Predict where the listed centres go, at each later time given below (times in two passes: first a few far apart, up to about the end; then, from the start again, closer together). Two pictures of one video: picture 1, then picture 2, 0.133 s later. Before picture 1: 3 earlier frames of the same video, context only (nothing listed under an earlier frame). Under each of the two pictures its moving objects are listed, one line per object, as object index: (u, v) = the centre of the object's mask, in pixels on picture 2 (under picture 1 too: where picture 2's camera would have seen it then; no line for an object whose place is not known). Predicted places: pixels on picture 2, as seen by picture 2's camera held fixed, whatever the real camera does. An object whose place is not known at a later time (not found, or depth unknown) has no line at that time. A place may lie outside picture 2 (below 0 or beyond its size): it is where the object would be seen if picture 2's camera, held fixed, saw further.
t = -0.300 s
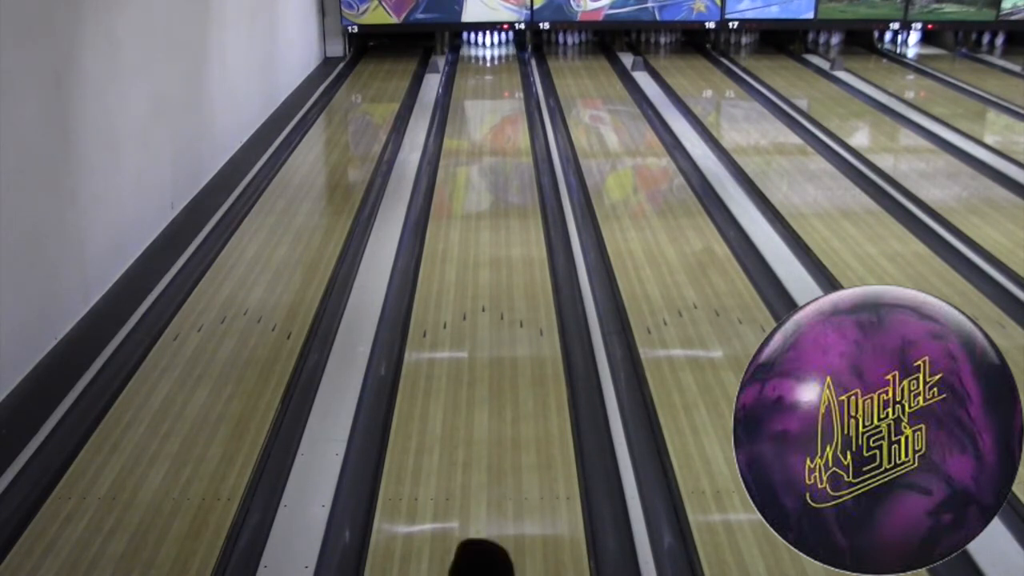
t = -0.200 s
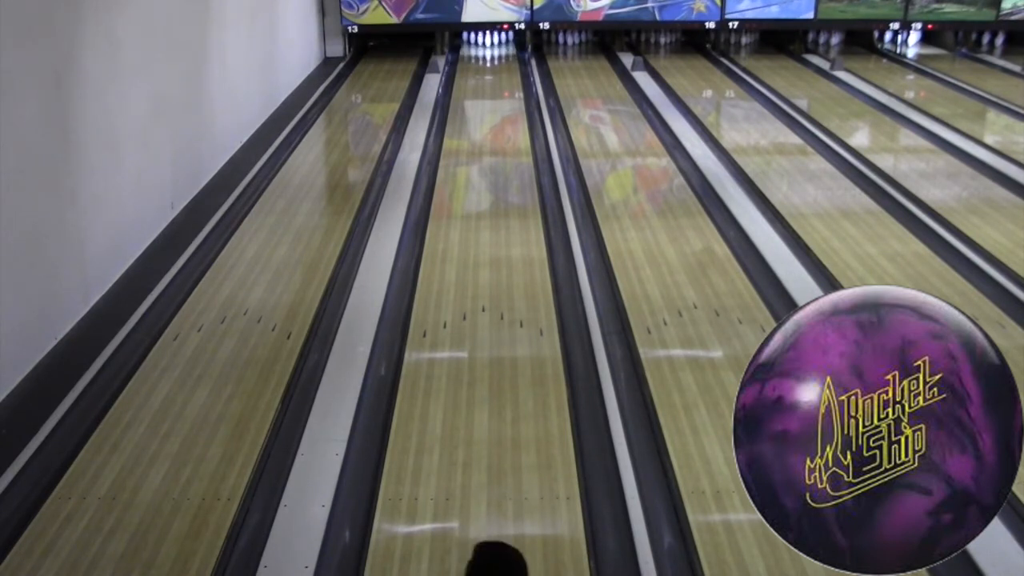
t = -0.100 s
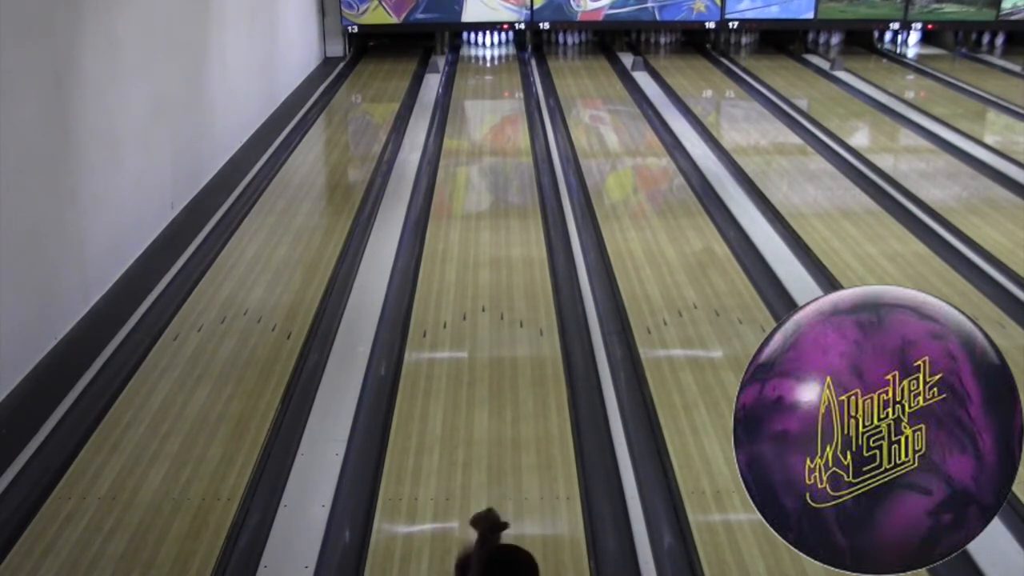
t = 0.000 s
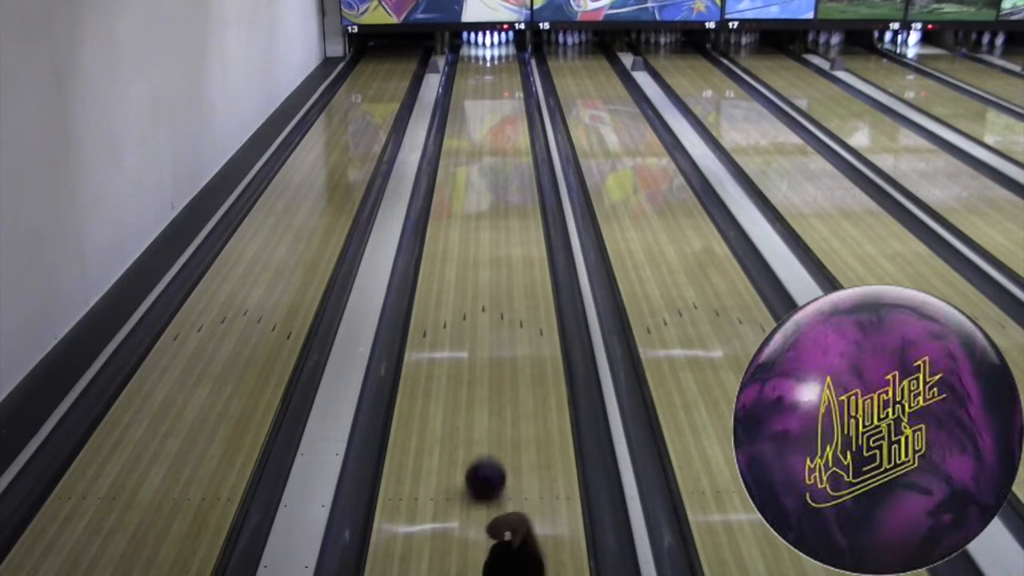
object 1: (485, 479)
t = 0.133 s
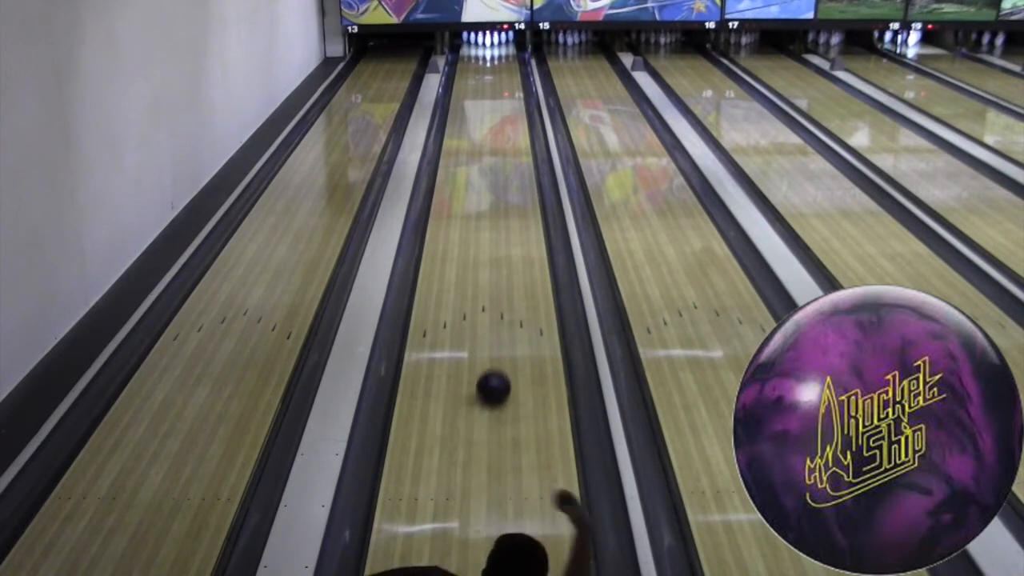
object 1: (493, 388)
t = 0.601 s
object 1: (507, 211)
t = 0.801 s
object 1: (509, 168)
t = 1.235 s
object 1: (510, 106)
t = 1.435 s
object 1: (509, 86)
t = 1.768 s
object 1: (504, 62)
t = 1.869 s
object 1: (501, 56)
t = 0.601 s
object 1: (507, 211)
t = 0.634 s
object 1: (507, 203)
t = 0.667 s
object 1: (507, 195)
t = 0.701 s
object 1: (508, 188)
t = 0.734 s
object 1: (508, 181)
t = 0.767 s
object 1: (508, 175)
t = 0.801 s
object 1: (509, 168)
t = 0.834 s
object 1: (509, 162)
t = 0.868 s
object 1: (509, 156)
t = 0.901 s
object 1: (509, 151)
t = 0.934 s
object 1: (509, 146)
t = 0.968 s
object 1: (509, 140)
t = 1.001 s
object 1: (510, 136)
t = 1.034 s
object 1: (510, 131)
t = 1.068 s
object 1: (510, 126)
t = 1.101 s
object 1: (510, 122)
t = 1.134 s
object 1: (510, 118)
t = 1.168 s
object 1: (510, 114)
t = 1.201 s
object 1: (510, 110)
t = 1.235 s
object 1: (510, 106)
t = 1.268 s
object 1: (510, 102)
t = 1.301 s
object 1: (510, 99)
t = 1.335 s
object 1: (510, 96)
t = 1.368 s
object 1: (510, 93)
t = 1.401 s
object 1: (510, 89)
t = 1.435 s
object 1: (509, 86)
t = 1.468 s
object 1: (509, 83)
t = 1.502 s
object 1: (509, 80)
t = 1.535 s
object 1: (508, 78)
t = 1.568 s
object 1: (508, 75)
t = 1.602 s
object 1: (507, 73)
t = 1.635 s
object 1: (507, 70)
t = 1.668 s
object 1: (506, 68)
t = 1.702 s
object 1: (506, 65)
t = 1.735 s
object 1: (505, 63)
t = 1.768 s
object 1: (504, 62)
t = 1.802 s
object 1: (503, 59)
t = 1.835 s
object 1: (502, 58)
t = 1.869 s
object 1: (501, 56)
